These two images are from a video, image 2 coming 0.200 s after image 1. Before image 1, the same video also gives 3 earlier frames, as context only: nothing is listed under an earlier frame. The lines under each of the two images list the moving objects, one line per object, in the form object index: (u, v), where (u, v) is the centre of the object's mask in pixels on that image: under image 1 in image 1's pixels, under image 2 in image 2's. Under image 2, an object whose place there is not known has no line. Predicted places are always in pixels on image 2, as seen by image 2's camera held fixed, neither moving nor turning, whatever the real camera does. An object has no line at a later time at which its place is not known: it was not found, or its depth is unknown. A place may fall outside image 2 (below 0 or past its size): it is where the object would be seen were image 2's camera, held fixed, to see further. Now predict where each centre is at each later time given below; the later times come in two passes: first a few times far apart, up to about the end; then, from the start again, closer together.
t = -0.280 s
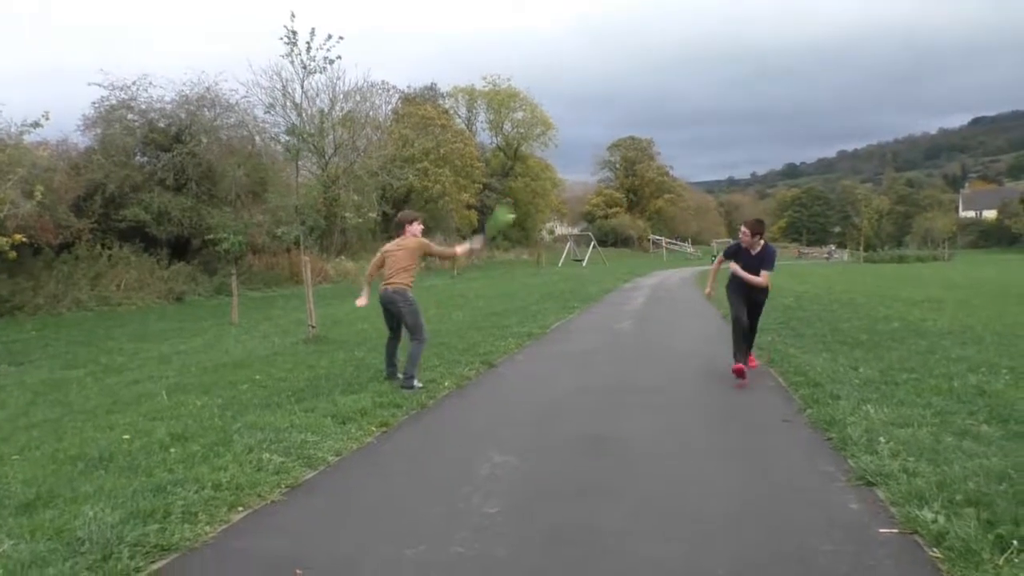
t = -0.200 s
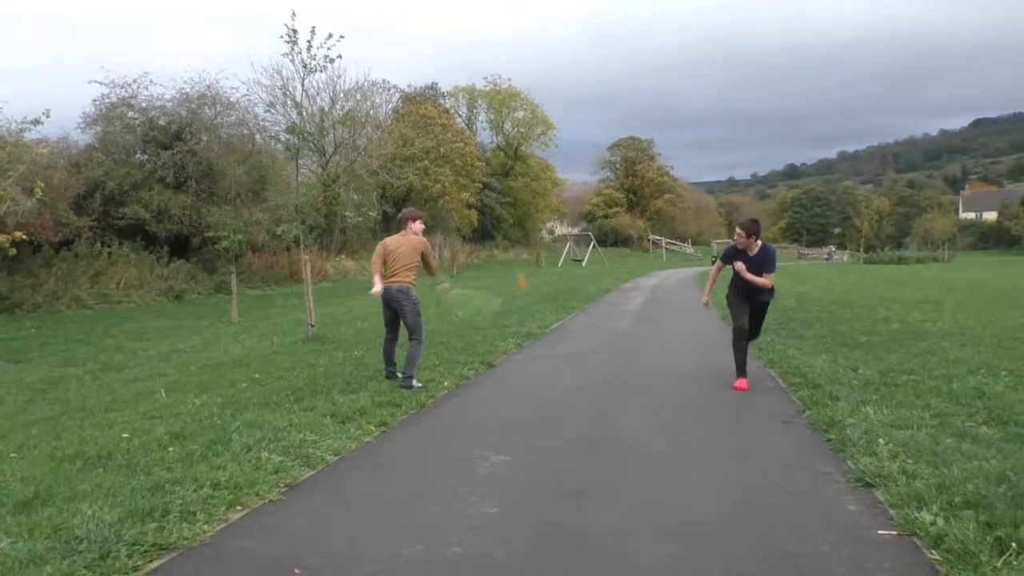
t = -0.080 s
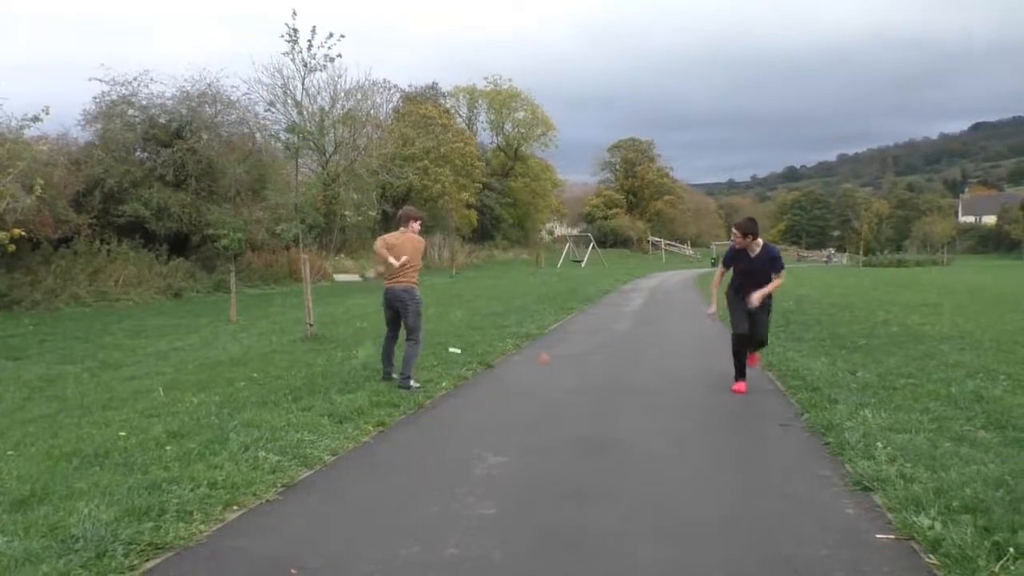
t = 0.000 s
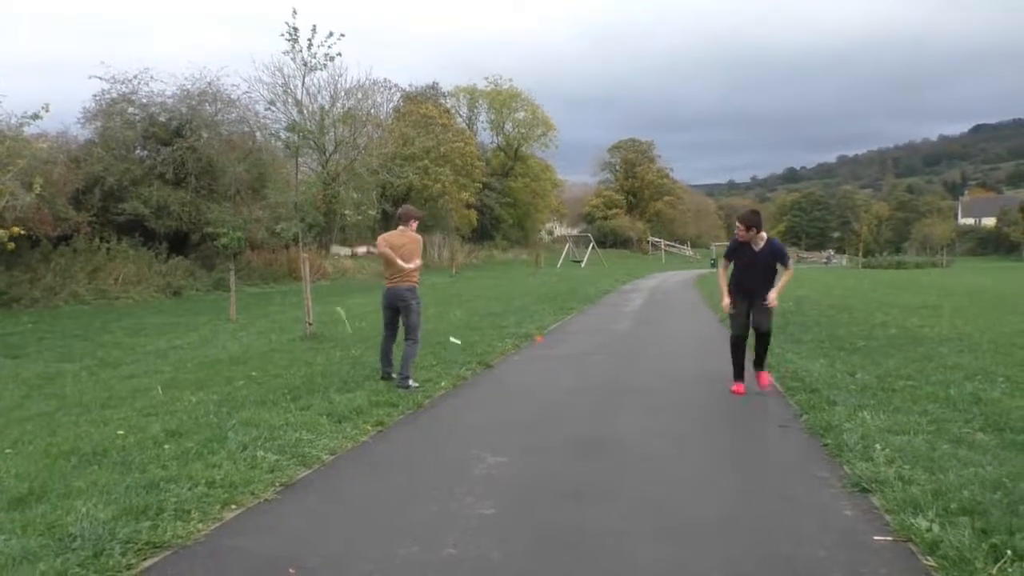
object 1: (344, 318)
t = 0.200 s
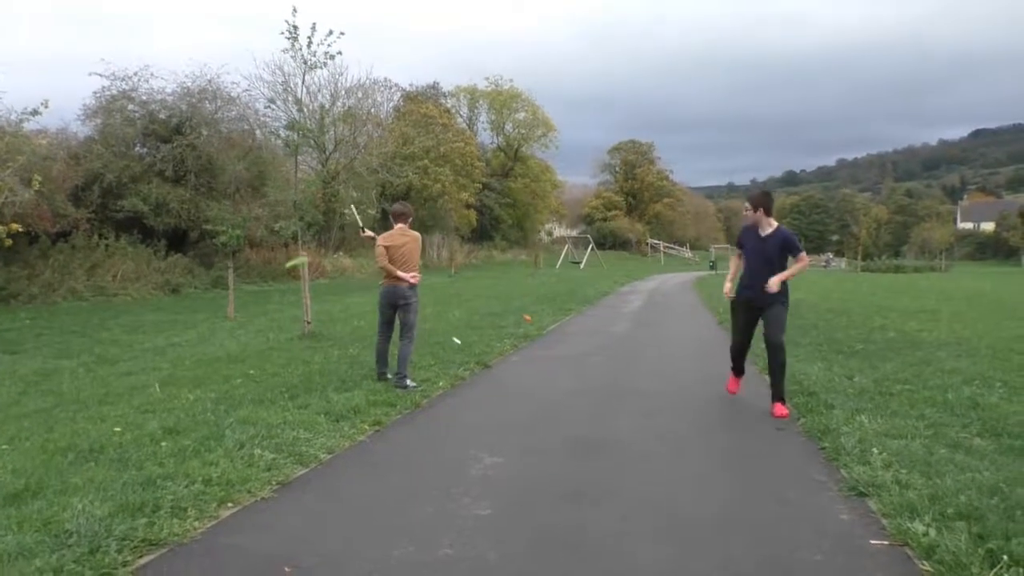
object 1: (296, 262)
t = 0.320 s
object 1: (270, 249)
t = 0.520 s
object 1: (227, 263)
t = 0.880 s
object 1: (153, 375)
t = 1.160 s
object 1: (139, 395)
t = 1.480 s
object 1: (140, 396)
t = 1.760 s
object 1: (139, 395)
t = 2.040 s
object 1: (139, 396)
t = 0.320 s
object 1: (270, 249)
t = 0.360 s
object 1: (260, 248)
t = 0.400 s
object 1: (252, 249)
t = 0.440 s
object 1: (243, 253)
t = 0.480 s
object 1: (235, 257)
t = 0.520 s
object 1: (227, 263)
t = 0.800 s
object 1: (169, 331)
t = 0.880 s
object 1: (153, 375)
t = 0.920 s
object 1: (145, 391)
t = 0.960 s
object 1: (153, 394)
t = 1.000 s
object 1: (142, 395)
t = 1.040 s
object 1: (140, 394)
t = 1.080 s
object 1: (138, 394)
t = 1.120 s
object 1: (139, 394)
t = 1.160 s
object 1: (139, 395)
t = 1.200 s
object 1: (140, 396)
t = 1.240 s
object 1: (139, 396)
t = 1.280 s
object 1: (140, 396)
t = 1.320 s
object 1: (140, 395)
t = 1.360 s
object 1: (140, 395)
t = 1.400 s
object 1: (140, 396)
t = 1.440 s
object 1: (139, 396)
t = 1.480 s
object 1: (140, 396)
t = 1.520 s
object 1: (140, 395)
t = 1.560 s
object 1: (140, 395)
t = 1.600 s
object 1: (140, 395)
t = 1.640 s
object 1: (140, 396)
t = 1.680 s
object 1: (140, 396)
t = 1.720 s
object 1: (140, 396)
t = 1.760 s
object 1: (139, 395)
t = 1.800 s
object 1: (140, 395)
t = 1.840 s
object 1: (139, 396)
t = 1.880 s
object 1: (139, 396)
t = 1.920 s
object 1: (139, 396)
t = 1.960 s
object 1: (140, 395)
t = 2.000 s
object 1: (140, 396)
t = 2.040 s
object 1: (139, 396)
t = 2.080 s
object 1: (139, 396)
